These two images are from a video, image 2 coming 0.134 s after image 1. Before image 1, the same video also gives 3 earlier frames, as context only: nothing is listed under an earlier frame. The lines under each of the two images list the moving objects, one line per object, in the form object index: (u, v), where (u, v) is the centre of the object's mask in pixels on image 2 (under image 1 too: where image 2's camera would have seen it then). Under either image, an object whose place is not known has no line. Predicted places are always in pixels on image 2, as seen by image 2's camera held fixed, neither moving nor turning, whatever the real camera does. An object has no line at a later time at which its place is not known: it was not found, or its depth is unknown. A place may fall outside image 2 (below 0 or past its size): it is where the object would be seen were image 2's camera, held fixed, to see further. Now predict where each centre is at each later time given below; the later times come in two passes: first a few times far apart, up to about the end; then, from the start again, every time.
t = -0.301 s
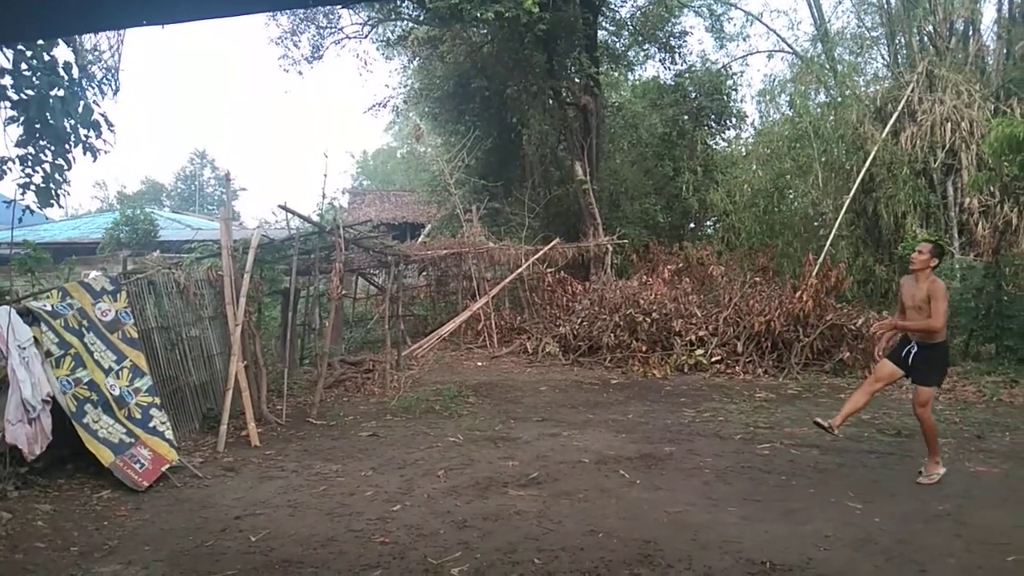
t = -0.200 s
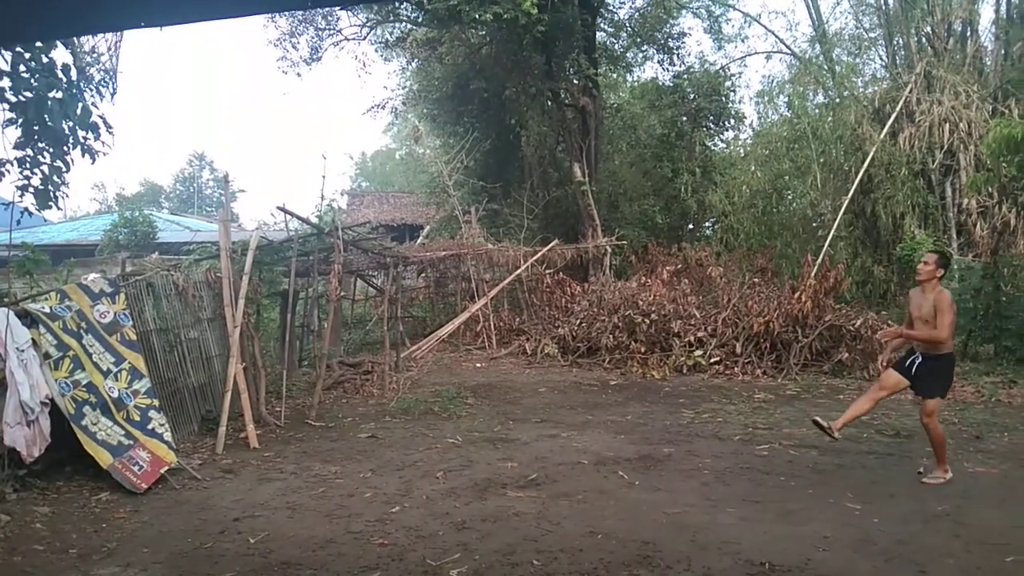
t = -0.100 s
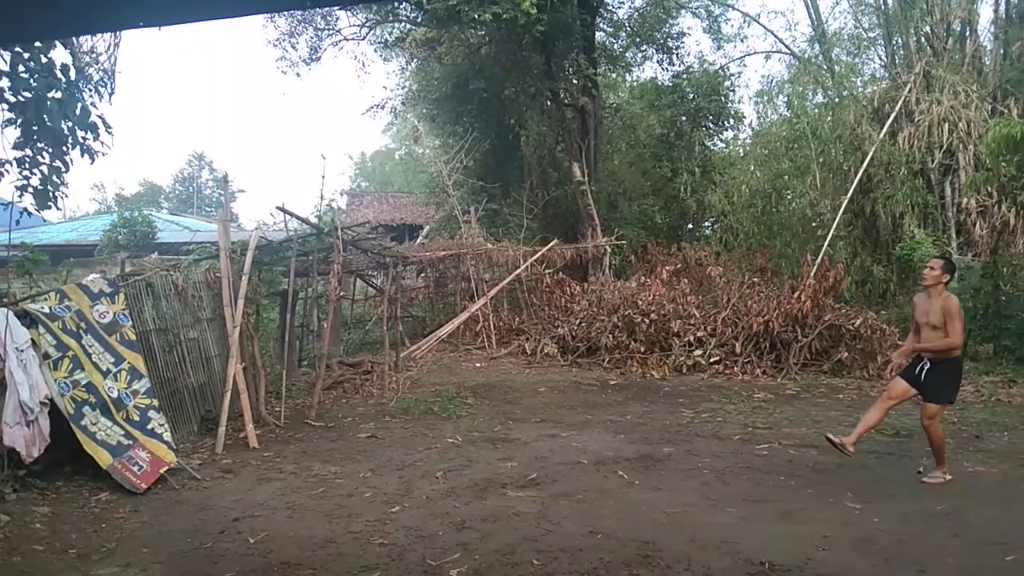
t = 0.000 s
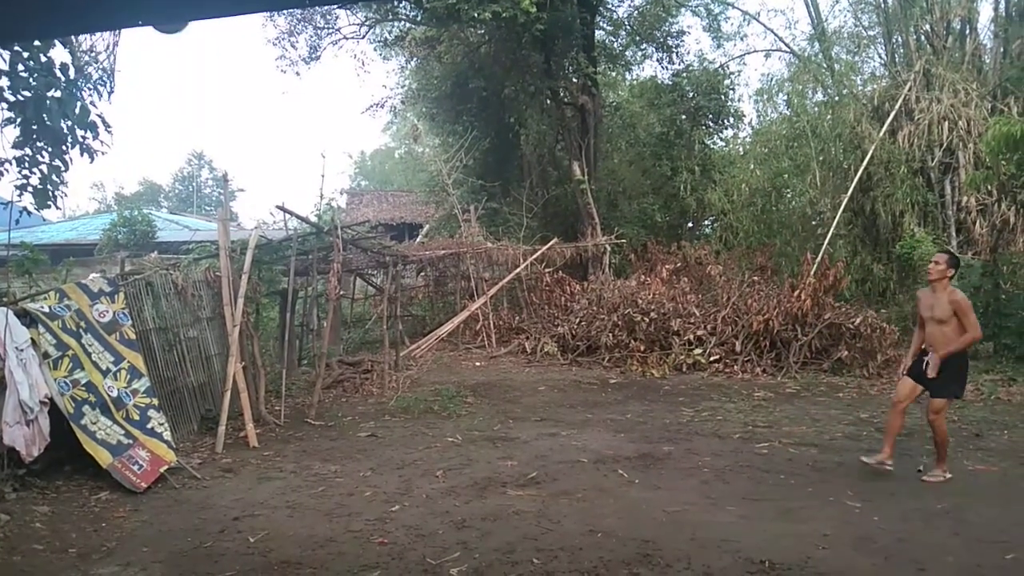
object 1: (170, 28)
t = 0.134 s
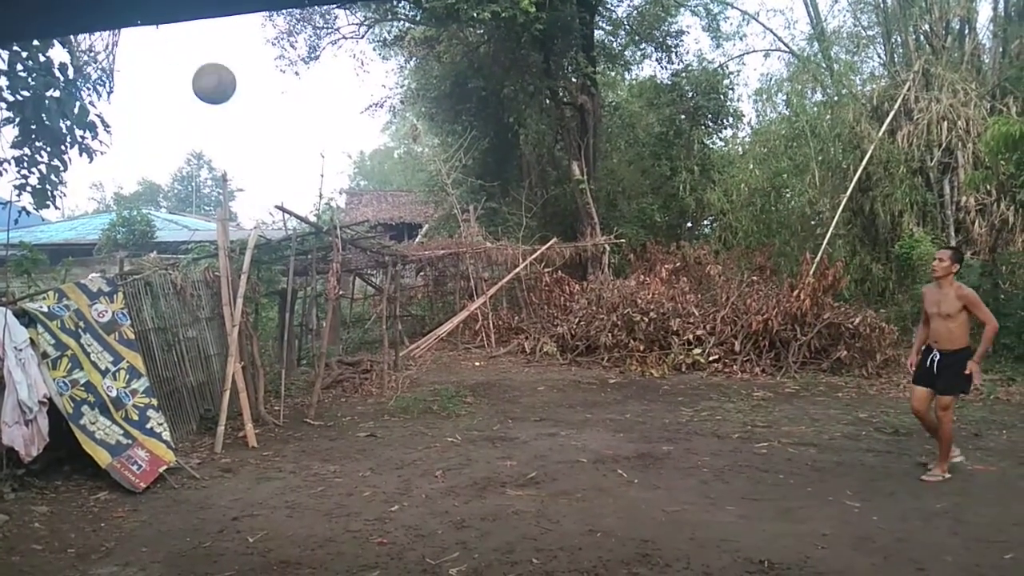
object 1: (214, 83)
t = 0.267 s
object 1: (262, 189)
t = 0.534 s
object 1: (357, 496)
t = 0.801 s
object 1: (396, 340)
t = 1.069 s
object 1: (430, 229)
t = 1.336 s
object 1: (468, 244)
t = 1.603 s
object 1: (503, 383)
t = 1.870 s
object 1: (537, 453)
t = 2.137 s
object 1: (572, 350)
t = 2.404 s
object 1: (610, 367)
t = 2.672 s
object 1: (647, 508)
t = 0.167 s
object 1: (226, 107)
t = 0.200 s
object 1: (238, 132)
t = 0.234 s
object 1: (250, 160)
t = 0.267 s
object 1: (262, 189)
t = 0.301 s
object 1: (275, 222)
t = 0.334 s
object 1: (287, 254)
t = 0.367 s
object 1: (299, 288)
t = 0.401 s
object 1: (313, 326)
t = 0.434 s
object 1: (322, 364)
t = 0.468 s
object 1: (333, 406)
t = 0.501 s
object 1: (345, 450)
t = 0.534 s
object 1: (357, 496)
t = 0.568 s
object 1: (368, 539)
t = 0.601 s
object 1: (372, 508)
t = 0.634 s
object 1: (376, 473)
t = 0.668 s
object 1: (381, 443)
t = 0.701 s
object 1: (384, 414)
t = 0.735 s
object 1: (388, 387)
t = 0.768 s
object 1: (392, 363)
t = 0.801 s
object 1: (396, 340)
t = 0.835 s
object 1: (400, 319)
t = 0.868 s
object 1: (405, 300)
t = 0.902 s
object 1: (408, 284)
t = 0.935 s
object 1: (412, 269)
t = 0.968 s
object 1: (418, 256)
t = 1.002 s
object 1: (422, 245)
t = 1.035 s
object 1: (426, 236)
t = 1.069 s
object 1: (430, 229)
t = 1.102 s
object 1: (435, 224)
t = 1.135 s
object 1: (439, 221)
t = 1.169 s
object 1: (444, 220)
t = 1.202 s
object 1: (448, 221)
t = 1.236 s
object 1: (454, 224)
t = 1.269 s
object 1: (458, 229)
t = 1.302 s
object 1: (463, 236)
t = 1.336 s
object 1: (468, 244)
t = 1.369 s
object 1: (473, 255)
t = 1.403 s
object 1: (478, 268)
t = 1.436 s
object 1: (481, 282)
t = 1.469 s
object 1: (485, 299)
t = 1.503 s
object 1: (491, 318)
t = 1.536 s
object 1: (495, 339)
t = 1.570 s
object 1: (499, 361)
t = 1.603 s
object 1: (503, 383)
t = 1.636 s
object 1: (508, 410)
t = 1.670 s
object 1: (512, 438)
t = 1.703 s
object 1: (517, 467)
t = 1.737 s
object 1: (521, 500)
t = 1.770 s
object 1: (526, 525)
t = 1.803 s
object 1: (529, 500)
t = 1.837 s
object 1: (535, 476)
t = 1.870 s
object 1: (537, 453)
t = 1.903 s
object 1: (542, 435)
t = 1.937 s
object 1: (546, 416)
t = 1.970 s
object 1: (550, 401)
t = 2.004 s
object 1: (555, 387)
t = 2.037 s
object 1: (560, 375)
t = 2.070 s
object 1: (564, 364)
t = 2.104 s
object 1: (568, 356)
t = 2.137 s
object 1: (572, 350)
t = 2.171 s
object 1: (577, 345)
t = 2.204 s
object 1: (582, 342)
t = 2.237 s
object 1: (586, 342)
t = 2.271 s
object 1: (590, 343)
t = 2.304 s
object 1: (596, 346)
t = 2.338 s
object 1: (600, 351)
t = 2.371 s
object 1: (605, 358)
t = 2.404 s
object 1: (610, 367)
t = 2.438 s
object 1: (615, 377)
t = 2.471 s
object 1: (619, 390)
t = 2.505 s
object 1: (623, 405)
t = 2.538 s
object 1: (628, 421)
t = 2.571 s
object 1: (633, 440)
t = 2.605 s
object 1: (637, 461)
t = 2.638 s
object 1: (642, 484)
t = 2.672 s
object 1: (647, 508)
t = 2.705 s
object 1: (651, 525)
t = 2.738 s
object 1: (656, 505)
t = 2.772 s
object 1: (659, 487)
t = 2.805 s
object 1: (663, 471)
